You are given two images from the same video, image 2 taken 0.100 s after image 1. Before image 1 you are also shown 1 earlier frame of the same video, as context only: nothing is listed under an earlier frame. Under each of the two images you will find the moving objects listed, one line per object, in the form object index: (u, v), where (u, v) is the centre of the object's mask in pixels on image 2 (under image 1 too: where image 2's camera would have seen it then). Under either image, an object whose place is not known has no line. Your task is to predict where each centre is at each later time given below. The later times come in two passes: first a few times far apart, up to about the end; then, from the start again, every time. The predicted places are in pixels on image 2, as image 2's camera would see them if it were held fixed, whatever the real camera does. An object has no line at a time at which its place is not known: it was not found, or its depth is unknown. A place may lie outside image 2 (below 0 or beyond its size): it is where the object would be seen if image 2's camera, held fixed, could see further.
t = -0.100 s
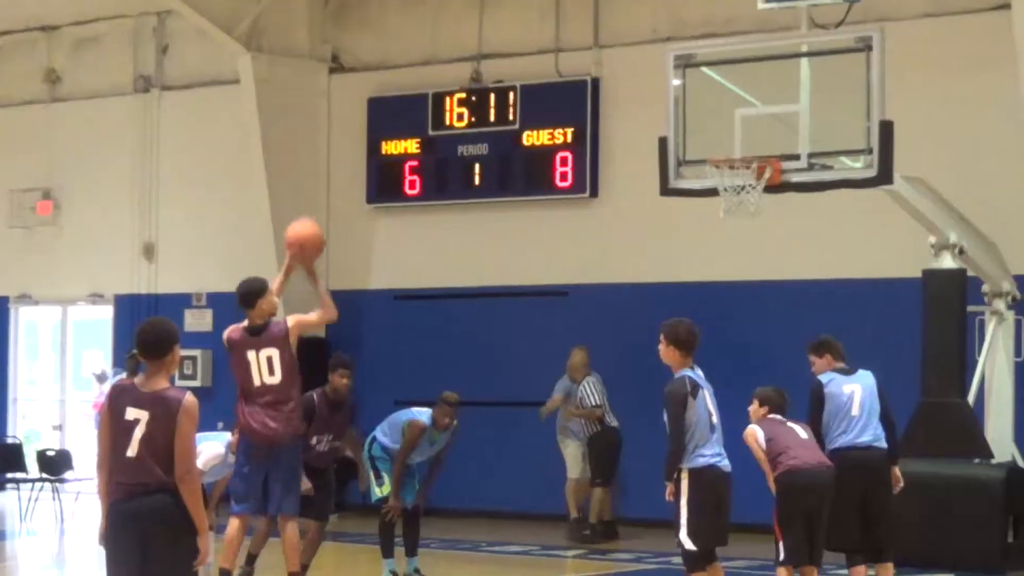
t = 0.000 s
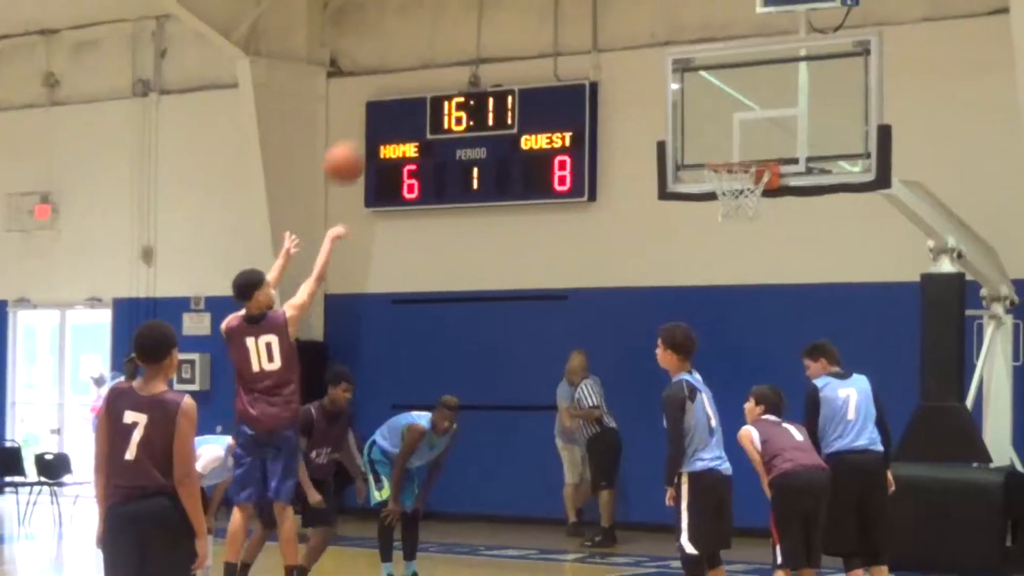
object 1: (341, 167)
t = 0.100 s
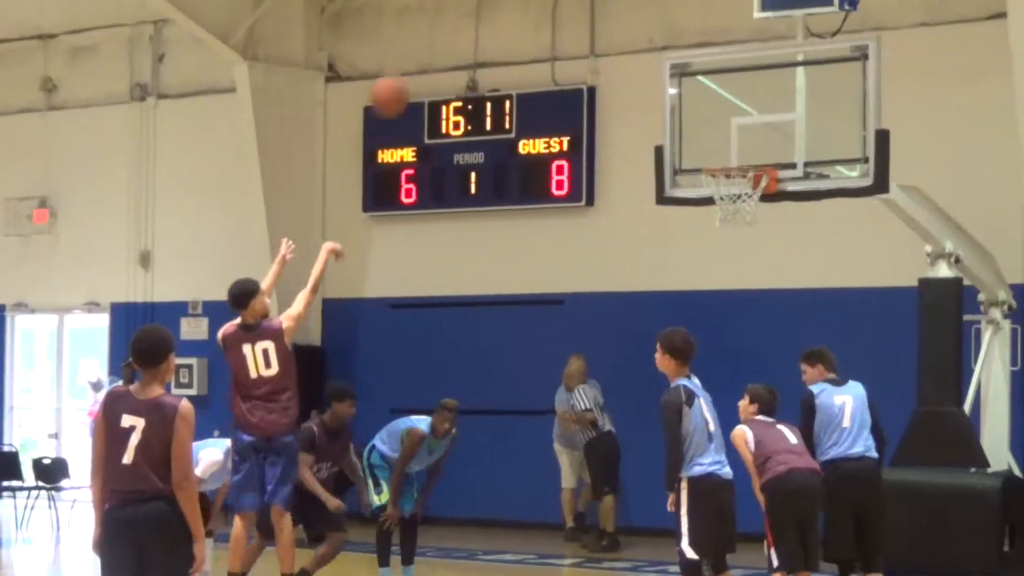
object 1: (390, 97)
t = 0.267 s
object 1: (463, 17)
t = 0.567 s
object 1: (582, -9)
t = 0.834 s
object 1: (676, 60)
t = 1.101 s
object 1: (751, 120)
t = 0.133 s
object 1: (405, 77)
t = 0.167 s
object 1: (419, 59)
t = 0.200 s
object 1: (434, 44)
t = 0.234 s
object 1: (449, 29)
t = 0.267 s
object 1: (463, 17)
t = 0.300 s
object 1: (477, 7)
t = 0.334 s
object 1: (490, 2)
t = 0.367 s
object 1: (505, -2)
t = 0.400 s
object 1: (518, -5)
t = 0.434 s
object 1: (531, -8)
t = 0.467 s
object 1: (544, -9)
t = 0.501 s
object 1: (557, -10)
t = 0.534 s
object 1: (569, -10)
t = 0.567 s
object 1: (582, -9)
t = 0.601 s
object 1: (593, -7)
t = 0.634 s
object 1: (606, -5)
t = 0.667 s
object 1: (617, 1)
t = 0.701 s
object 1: (629, 11)
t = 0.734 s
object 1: (641, 22)
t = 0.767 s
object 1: (652, 34)
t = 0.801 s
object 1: (664, 46)
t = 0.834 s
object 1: (676, 60)
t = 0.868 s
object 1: (686, 75)
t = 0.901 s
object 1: (697, 94)
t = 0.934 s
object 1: (708, 112)
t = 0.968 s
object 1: (719, 133)
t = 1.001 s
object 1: (729, 152)
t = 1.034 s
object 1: (737, 151)
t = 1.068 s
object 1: (743, 135)
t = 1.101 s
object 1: (751, 120)
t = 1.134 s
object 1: (758, 106)
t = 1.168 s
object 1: (765, 94)
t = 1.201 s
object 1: (772, 82)
